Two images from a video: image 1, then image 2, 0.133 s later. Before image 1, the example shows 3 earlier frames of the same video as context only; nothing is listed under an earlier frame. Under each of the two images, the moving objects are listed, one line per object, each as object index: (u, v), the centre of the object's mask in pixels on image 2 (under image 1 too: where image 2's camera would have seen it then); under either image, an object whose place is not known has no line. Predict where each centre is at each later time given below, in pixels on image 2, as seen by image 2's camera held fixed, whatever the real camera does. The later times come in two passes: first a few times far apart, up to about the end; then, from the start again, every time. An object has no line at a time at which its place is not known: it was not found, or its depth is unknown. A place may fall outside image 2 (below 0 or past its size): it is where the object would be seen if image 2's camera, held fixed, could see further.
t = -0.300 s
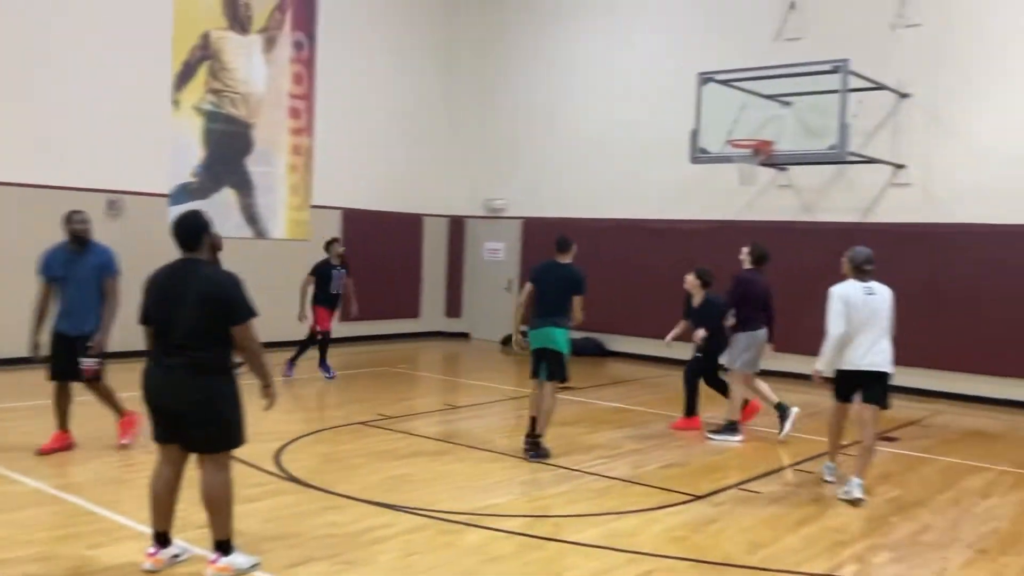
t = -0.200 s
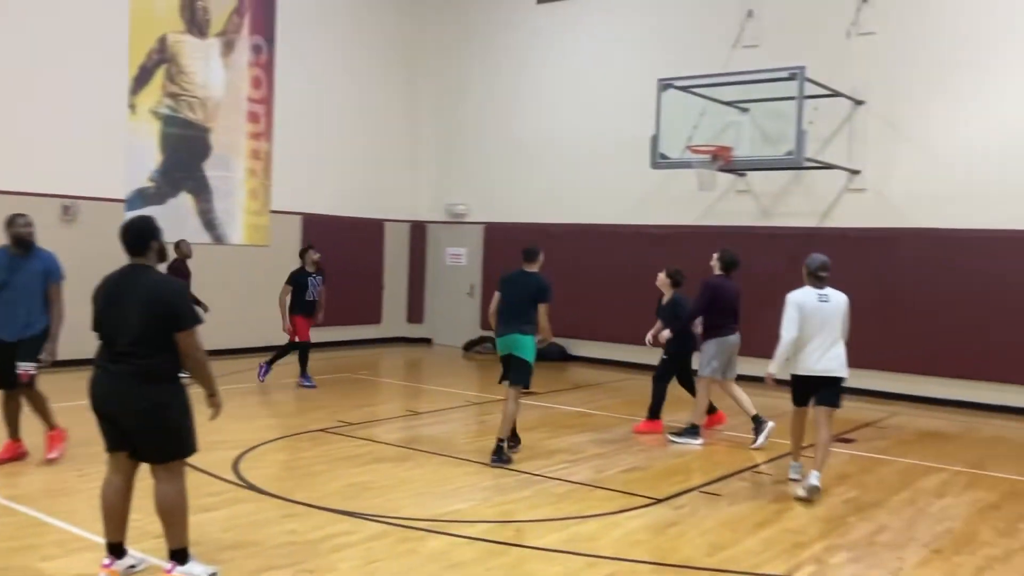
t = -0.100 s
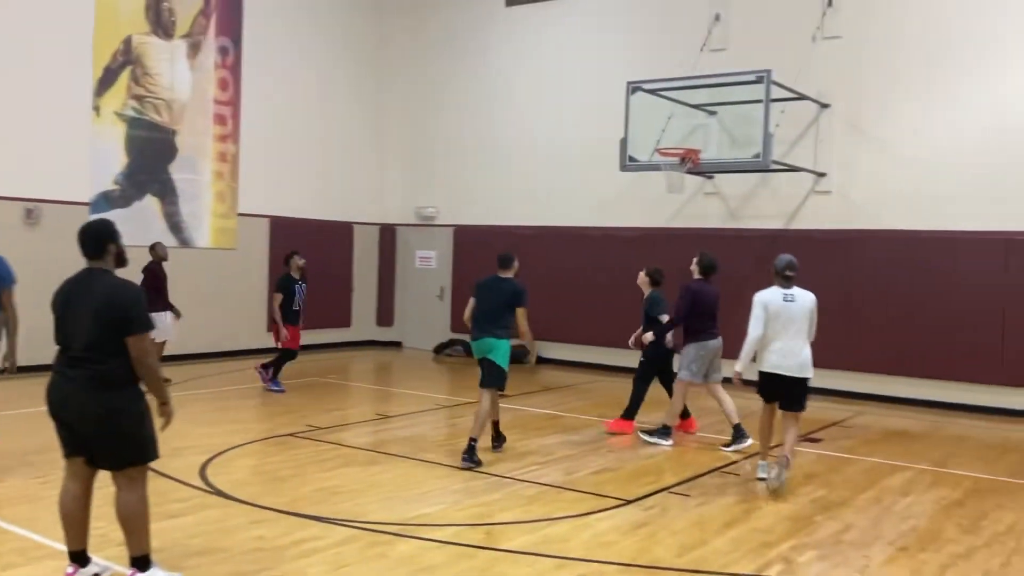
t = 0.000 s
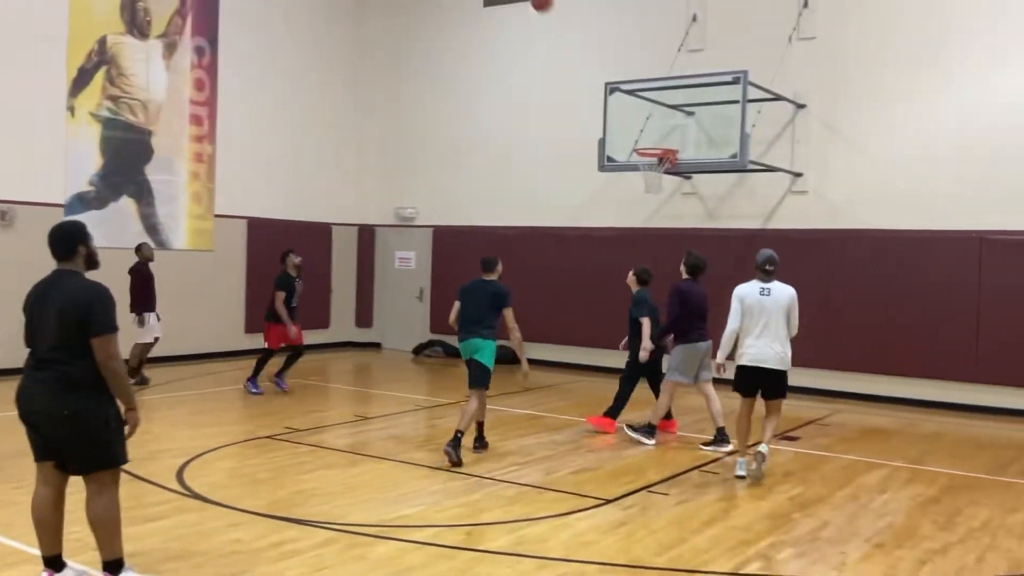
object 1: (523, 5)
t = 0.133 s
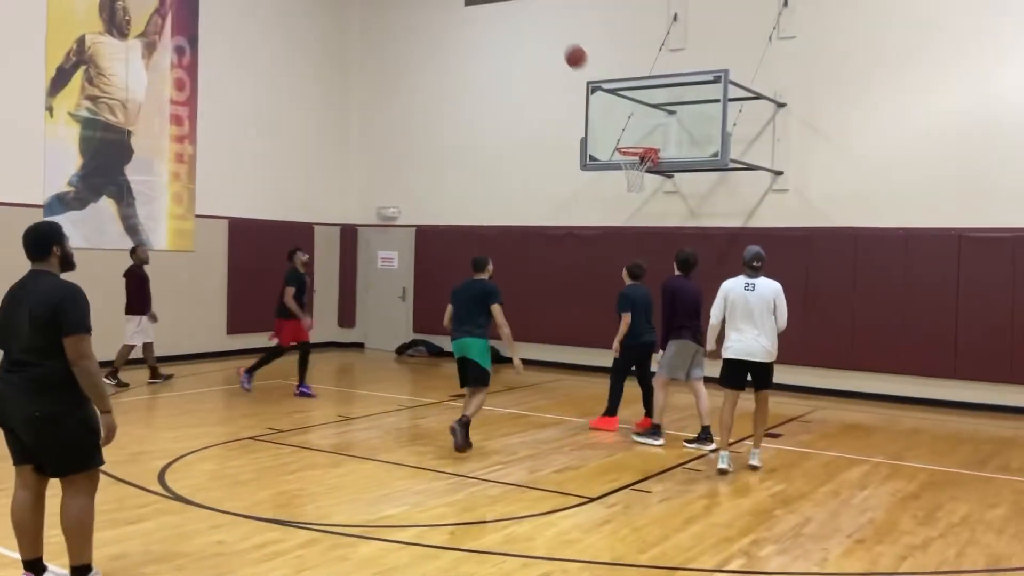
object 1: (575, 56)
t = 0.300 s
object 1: (632, 139)
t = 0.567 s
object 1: (663, 201)
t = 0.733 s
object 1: (670, 251)
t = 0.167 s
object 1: (587, 72)
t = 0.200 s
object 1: (600, 90)
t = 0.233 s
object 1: (611, 107)
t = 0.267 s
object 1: (622, 123)
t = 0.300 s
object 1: (632, 139)
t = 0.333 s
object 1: (645, 161)
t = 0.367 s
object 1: (651, 171)
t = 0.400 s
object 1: (656, 174)
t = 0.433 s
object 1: (657, 177)
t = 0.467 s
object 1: (659, 182)
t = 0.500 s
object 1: (660, 188)
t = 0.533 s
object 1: (661, 194)
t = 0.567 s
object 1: (663, 201)
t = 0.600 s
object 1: (664, 209)
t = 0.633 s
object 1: (665, 218)
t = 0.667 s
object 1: (667, 227)
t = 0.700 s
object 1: (669, 238)
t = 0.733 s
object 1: (670, 251)
